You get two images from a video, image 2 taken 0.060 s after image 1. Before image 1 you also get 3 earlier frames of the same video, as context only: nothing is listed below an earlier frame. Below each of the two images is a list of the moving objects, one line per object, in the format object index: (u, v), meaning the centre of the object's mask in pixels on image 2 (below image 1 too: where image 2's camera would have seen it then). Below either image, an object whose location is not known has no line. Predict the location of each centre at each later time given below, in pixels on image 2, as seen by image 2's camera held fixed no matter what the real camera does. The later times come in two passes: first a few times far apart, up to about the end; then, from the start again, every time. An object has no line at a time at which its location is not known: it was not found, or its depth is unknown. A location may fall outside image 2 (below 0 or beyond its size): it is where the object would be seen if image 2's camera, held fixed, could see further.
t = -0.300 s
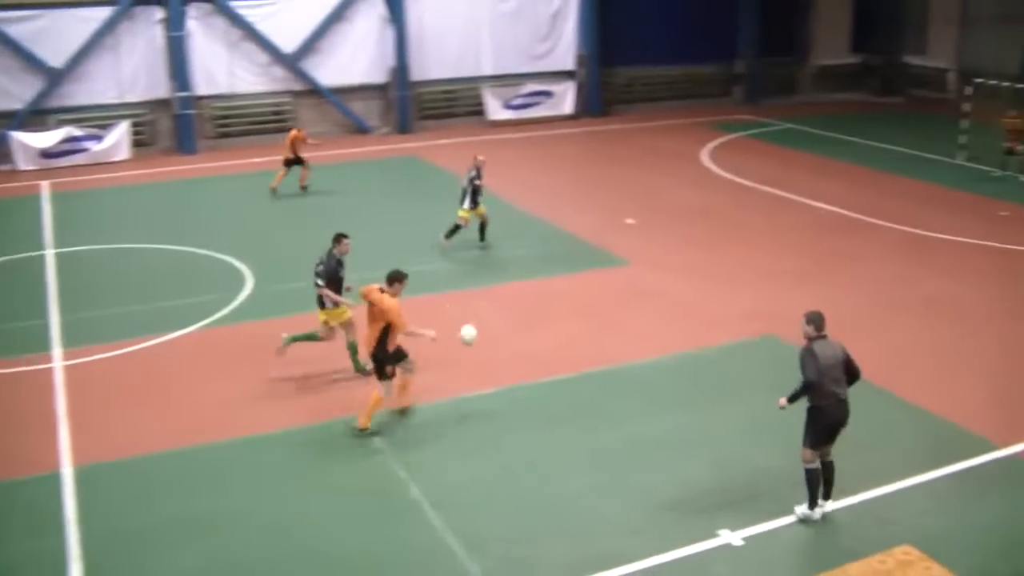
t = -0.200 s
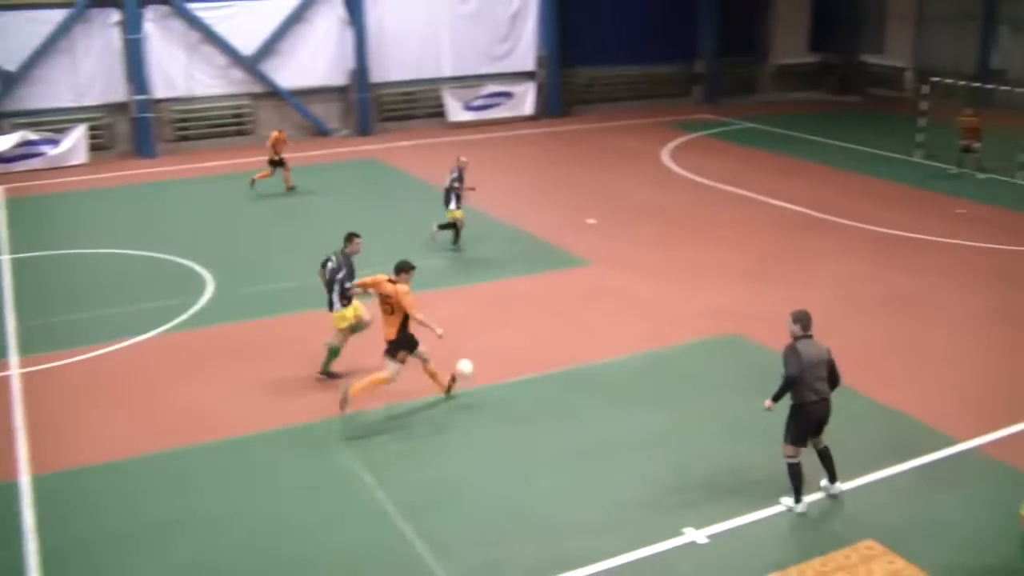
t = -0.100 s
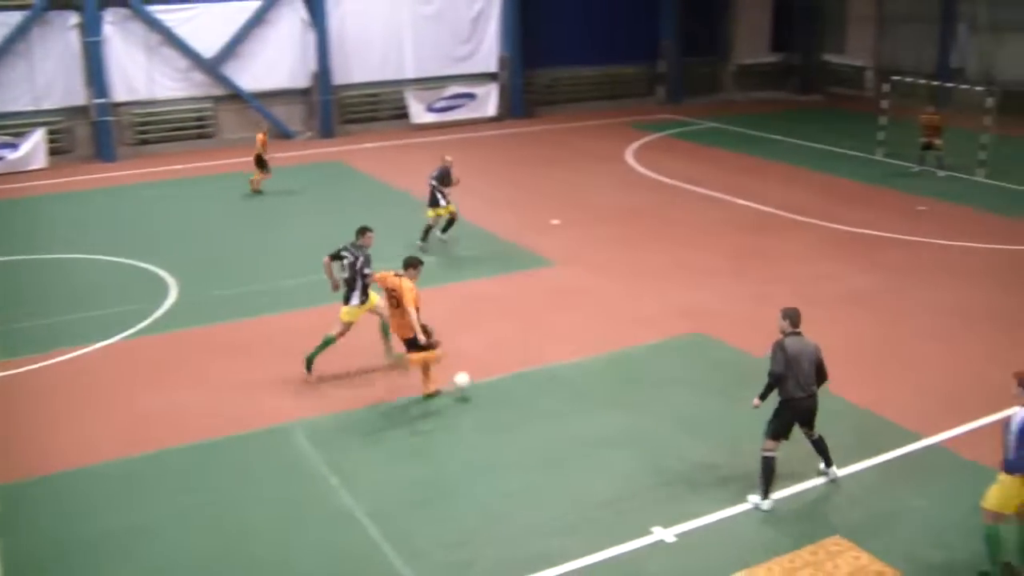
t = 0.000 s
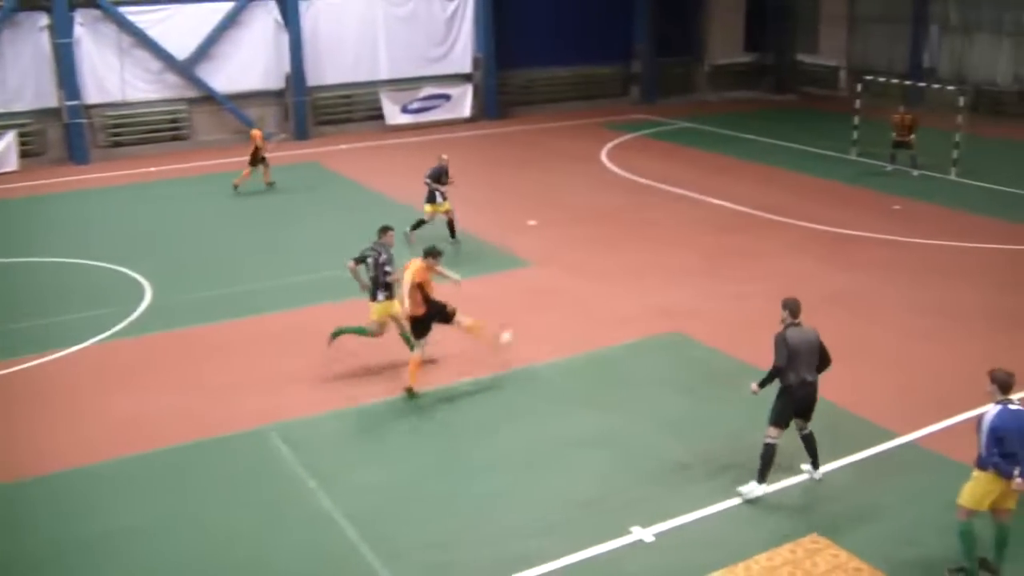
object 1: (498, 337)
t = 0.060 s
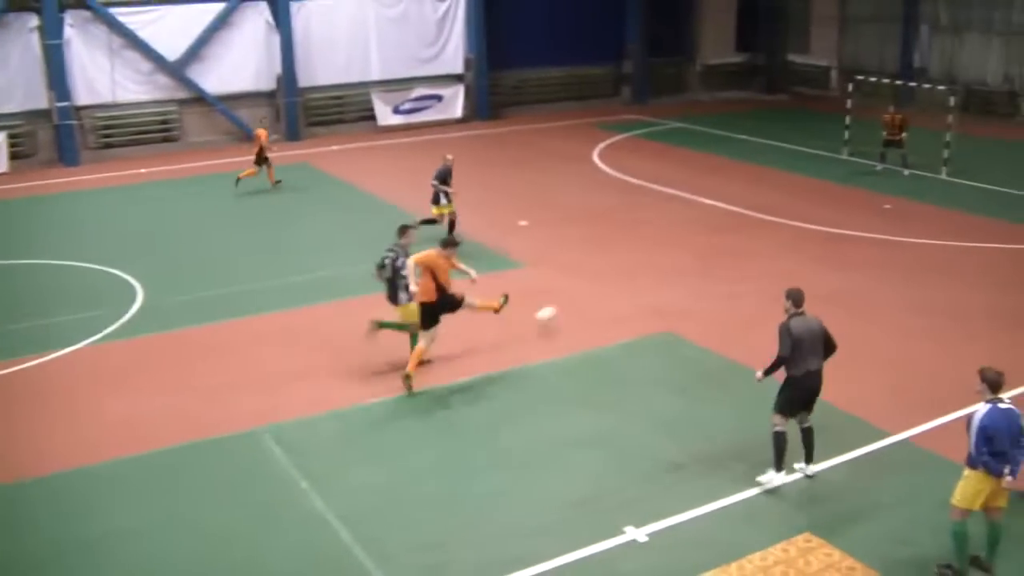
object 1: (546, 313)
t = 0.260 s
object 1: (650, 247)
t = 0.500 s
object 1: (709, 198)
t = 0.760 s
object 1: (743, 166)
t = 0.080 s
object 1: (560, 305)
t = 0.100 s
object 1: (575, 299)
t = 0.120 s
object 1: (587, 293)
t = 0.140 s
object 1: (599, 287)
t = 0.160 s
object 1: (609, 279)
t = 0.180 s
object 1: (618, 272)
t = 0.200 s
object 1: (626, 265)
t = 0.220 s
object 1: (635, 258)
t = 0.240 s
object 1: (643, 252)
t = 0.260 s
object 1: (650, 247)
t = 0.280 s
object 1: (657, 242)
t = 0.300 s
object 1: (664, 238)
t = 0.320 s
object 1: (670, 234)
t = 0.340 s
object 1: (676, 230)
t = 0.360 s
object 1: (681, 225)
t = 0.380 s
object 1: (685, 219)
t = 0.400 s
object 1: (690, 215)
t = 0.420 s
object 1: (694, 210)
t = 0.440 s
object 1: (698, 207)
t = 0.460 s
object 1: (702, 202)
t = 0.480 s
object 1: (707, 199)
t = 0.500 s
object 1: (709, 198)
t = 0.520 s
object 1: (713, 194)
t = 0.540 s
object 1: (717, 192)
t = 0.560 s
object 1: (720, 190)
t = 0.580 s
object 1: (722, 189)
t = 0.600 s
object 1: (726, 186)
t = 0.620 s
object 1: (728, 184)
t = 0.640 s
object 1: (730, 181)
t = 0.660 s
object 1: (732, 179)
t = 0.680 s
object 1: (734, 177)
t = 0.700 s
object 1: (736, 173)
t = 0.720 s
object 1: (738, 170)
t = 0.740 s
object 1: (741, 167)
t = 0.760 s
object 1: (743, 166)
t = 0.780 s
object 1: (745, 164)
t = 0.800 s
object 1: (747, 162)
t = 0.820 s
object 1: (749, 160)
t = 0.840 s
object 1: (750, 159)
